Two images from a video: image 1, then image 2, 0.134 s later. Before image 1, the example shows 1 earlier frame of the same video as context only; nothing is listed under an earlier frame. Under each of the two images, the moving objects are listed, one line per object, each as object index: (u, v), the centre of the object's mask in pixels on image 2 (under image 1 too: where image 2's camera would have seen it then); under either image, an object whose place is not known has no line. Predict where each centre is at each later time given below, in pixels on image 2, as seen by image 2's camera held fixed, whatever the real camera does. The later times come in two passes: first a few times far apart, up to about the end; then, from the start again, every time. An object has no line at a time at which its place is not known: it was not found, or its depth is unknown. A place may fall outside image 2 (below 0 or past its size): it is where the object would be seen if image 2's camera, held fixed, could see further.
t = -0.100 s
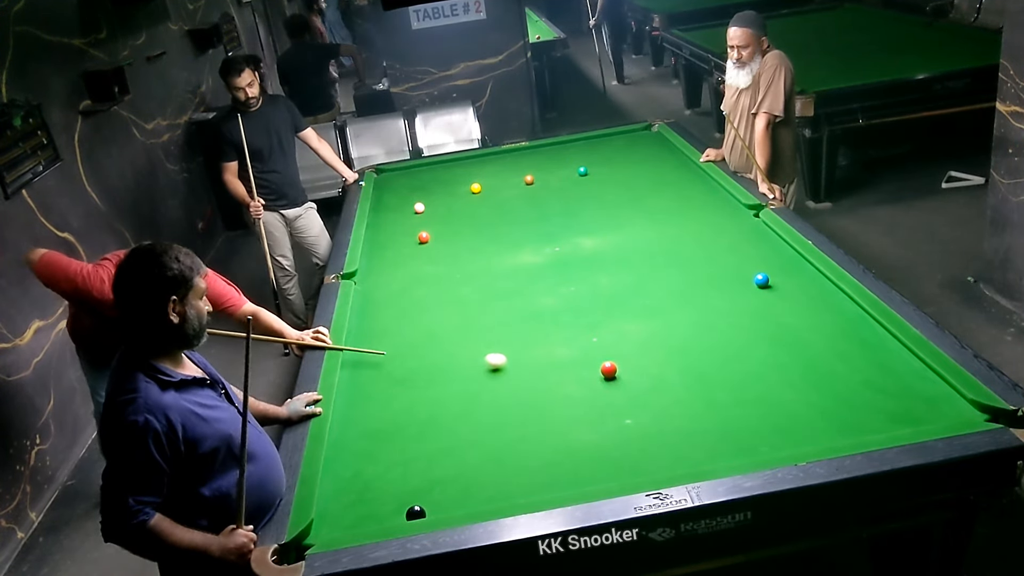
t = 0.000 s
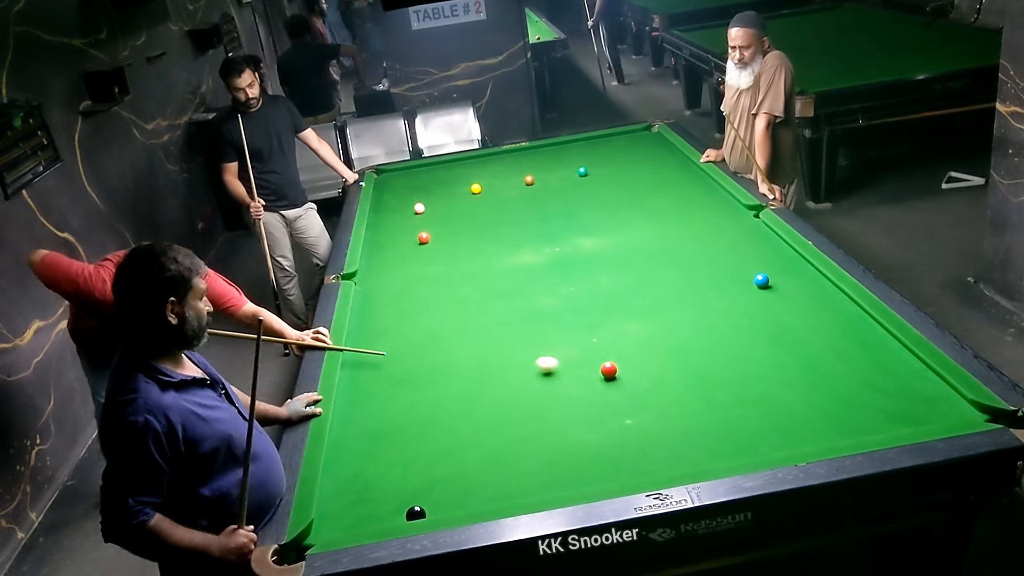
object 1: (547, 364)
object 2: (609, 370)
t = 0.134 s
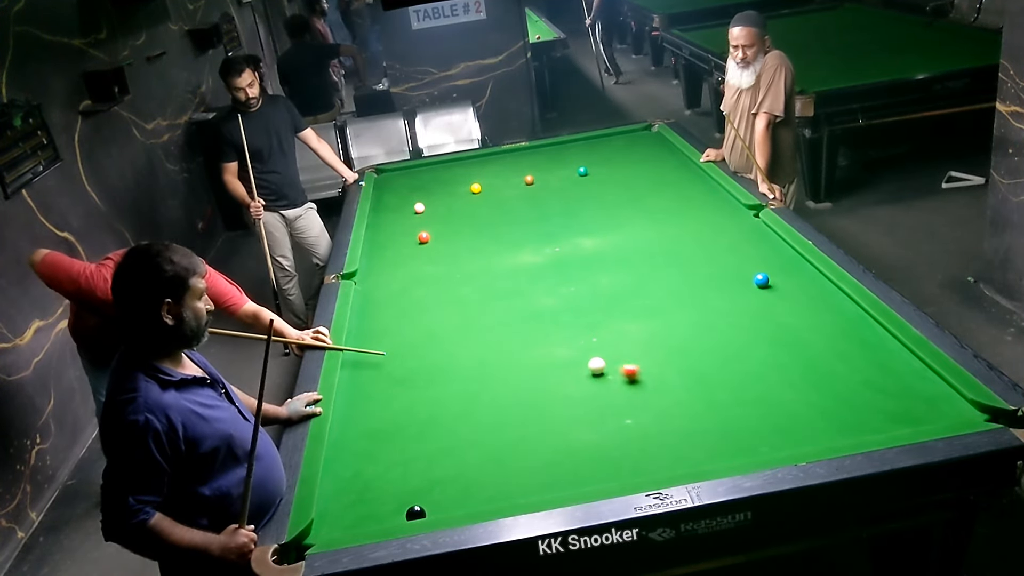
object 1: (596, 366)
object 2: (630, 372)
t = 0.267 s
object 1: (615, 363)
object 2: (683, 380)
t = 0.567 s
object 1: (663, 358)
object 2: (798, 395)
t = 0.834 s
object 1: (703, 354)
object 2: (908, 409)
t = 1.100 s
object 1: (740, 350)
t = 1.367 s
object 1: (774, 347)
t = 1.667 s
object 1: (809, 343)
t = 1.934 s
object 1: (837, 340)
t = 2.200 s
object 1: (861, 338)
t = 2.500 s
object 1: (885, 336)
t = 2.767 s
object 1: (873, 339)
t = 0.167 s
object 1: (600, 365)
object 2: (645, 374)
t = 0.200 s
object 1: (604, 365)
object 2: (658, 376)
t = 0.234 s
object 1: (610, 364)
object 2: (671, 378)
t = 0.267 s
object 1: (615, 363)
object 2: (683, 380)
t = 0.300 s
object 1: (621, 362)
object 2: (695, 381)
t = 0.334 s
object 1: (626, 362)
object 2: (708, 382)
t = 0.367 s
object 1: (632, 361)
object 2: (720, 385)
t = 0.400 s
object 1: (637, 361)
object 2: (732, 386)
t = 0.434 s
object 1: (643, 360)
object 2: (745, 388)
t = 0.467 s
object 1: (648, 360)
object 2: (759, 390)
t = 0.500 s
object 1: (653, 359)
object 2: (771, 392)
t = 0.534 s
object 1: (658, 359)
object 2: (784, 393)
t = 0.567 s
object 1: (663, 358)
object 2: (798, 395)
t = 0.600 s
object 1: (668, 358)
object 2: (811, 396)
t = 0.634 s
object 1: (674, 357)
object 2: (825, 398)
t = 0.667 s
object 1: (679, 357)
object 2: (838, 400)
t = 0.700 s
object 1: (683, 356)
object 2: (852, 402)
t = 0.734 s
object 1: (688, 356)
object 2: (866, 404)
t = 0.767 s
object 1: (693, 355)
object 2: (879, 405)
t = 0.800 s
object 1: (698, 355)
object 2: (893, 407)
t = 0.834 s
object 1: (703, 354)
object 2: (908, 409)
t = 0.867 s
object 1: (708, 354)
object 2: (922, 411)
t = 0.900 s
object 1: (712, 353)
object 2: (936, 413)
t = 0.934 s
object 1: (717, 353)
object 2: (951, 414)
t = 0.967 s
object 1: (722, 352)
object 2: (965, 414)
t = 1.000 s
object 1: (726, 352)
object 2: (981, 416)
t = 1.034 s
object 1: (731, 351)
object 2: (997, 420)
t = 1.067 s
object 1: (736, 351)
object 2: (1011, 425)
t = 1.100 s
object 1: (740, 350)
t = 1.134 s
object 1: (744, 350)
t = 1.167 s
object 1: (749, 350)
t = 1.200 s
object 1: (753, 349)
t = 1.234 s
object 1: (758, 349)
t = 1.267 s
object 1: (762, 348)
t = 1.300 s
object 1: (766, 348)
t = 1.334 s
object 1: (770, 347)
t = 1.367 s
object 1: (774, 347)
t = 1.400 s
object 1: (778, 347)
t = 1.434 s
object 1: (782, 346)
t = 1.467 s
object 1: (786, 346)
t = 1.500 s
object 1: (790, 345)
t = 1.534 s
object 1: (794, 345)
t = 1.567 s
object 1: (798, 344)
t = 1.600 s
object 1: (801, 344)
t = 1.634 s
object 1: (805, 344)
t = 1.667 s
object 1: (809, 343)
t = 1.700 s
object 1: (813, 343)
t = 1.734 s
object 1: (816, 342)
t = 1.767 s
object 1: (820, 342)
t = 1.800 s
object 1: (823, 342)
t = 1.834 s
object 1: (827, 342)
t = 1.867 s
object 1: (830, 341)
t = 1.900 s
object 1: (833, 341)
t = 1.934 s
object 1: (837, 340)
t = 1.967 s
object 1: (840, 340)
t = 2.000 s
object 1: (843, 340)
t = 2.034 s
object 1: (846, 339)
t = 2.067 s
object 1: (849, 339)
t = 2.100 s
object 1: (852, 339)
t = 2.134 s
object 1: (856, 339)
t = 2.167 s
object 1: (858, 338)
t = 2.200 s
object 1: (861, 338)
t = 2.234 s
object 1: (864, 338)
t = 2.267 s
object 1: (867, 337)
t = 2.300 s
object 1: (870, 337)
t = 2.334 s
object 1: (873, 337)
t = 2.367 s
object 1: (875, 337)
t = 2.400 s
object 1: (878, 336)
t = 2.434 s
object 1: (880, 336)
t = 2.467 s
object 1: (883, 336)
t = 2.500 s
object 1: (885, 336)
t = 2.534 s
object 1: (883, 336)
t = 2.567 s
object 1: (882, 337)
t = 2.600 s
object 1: (880, 337)
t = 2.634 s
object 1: (878, 337)
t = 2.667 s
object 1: (877, 338)
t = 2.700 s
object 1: (876, 338)
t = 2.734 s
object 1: (874, 339)
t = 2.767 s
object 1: (873, 339)
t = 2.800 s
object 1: (872, 339)
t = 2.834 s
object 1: (871, 340)
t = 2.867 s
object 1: (870, 340)
